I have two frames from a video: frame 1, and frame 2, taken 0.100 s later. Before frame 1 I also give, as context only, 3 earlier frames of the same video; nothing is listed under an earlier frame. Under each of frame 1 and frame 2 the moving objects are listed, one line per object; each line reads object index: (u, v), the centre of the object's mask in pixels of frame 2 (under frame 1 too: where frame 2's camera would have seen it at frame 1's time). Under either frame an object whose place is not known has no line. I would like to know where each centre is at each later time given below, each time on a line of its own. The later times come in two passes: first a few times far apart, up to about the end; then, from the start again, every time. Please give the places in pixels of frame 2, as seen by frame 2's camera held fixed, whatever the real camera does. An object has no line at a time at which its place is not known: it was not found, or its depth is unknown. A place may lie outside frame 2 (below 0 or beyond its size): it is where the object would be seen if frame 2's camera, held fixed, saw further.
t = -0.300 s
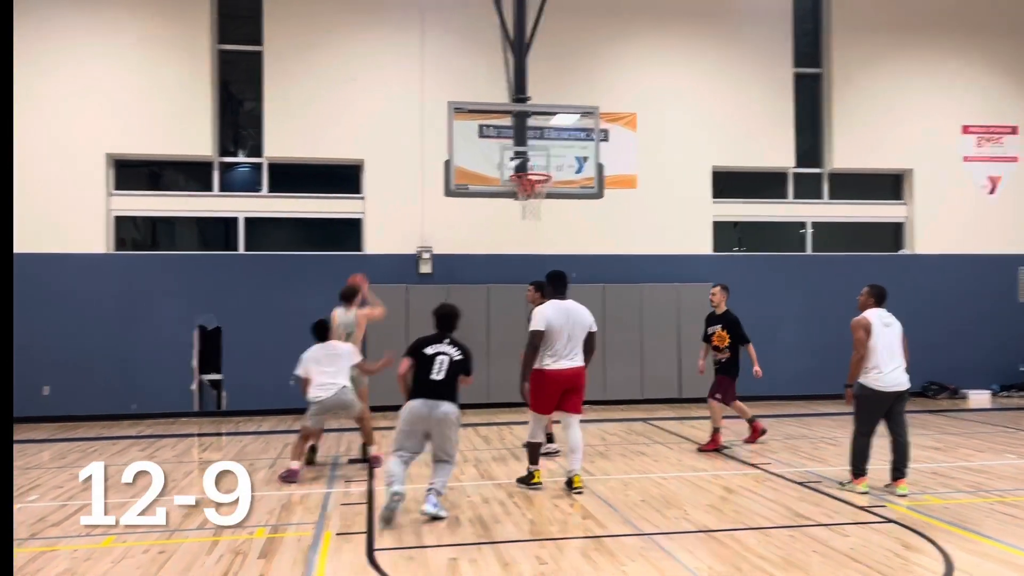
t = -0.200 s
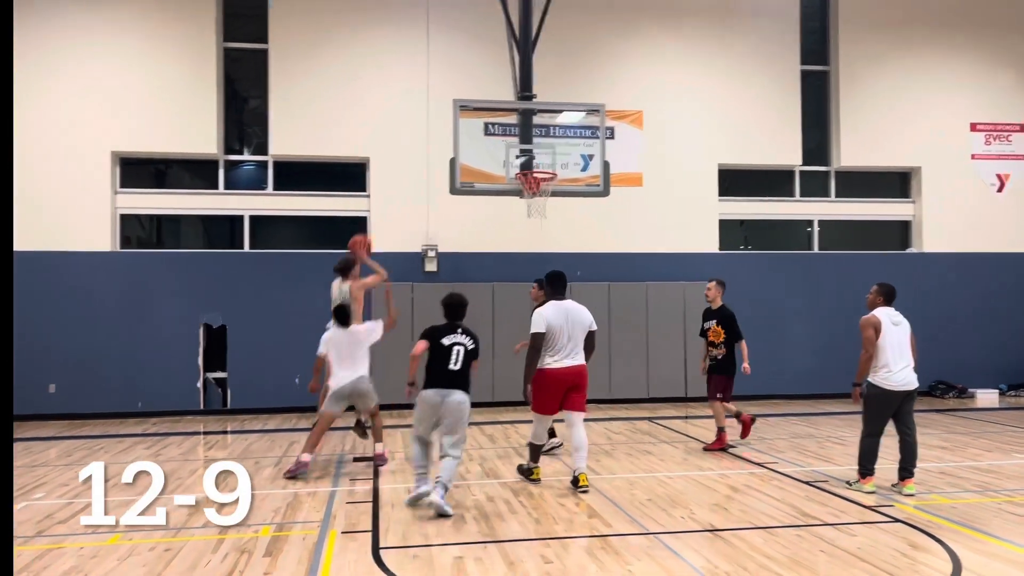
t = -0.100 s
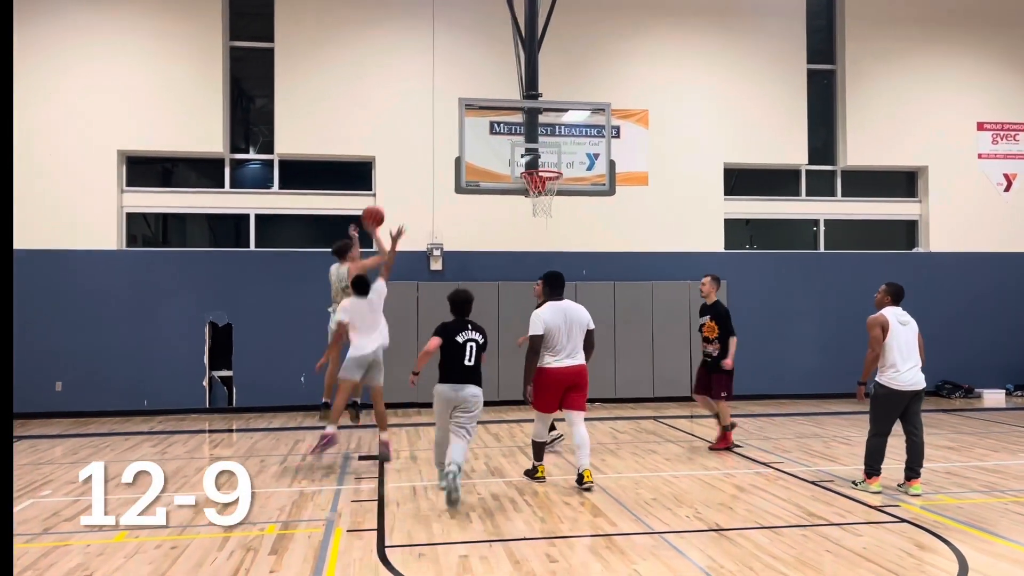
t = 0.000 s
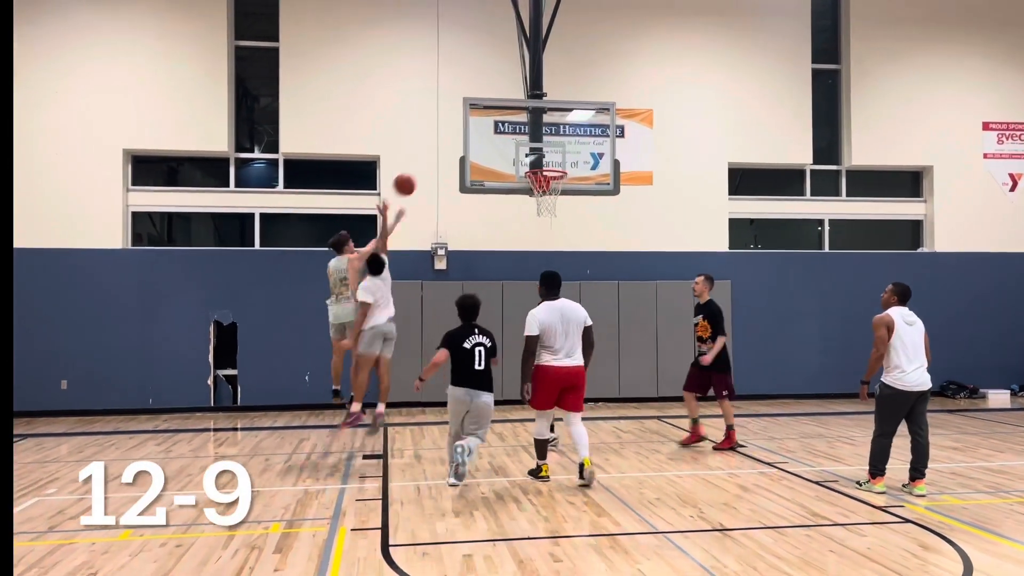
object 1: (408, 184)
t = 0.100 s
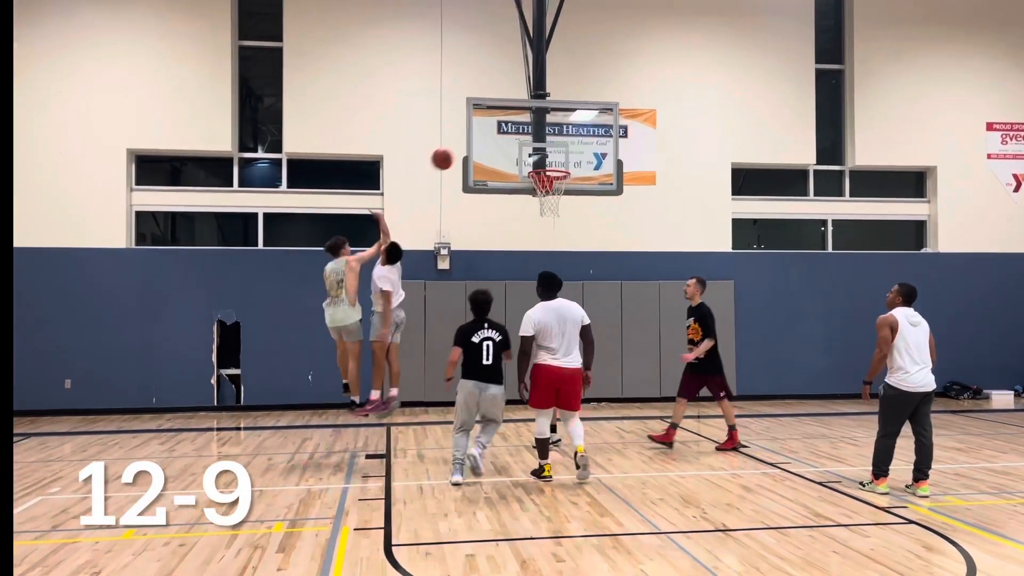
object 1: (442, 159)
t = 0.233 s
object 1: (486, 140)
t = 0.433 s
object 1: (544, 141)
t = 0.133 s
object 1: (453, 152)
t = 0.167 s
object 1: (464, 147)
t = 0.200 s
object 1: (475, 143)
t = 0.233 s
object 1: (486, 140)
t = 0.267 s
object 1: (495, 138)
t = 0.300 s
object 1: (506, 137)
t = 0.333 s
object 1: (516, 137)
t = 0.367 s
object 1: (526, 137)
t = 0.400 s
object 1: (535, 138)
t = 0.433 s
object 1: (544, 141)
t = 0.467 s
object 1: (552, 143)
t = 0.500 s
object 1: (559, 147)
